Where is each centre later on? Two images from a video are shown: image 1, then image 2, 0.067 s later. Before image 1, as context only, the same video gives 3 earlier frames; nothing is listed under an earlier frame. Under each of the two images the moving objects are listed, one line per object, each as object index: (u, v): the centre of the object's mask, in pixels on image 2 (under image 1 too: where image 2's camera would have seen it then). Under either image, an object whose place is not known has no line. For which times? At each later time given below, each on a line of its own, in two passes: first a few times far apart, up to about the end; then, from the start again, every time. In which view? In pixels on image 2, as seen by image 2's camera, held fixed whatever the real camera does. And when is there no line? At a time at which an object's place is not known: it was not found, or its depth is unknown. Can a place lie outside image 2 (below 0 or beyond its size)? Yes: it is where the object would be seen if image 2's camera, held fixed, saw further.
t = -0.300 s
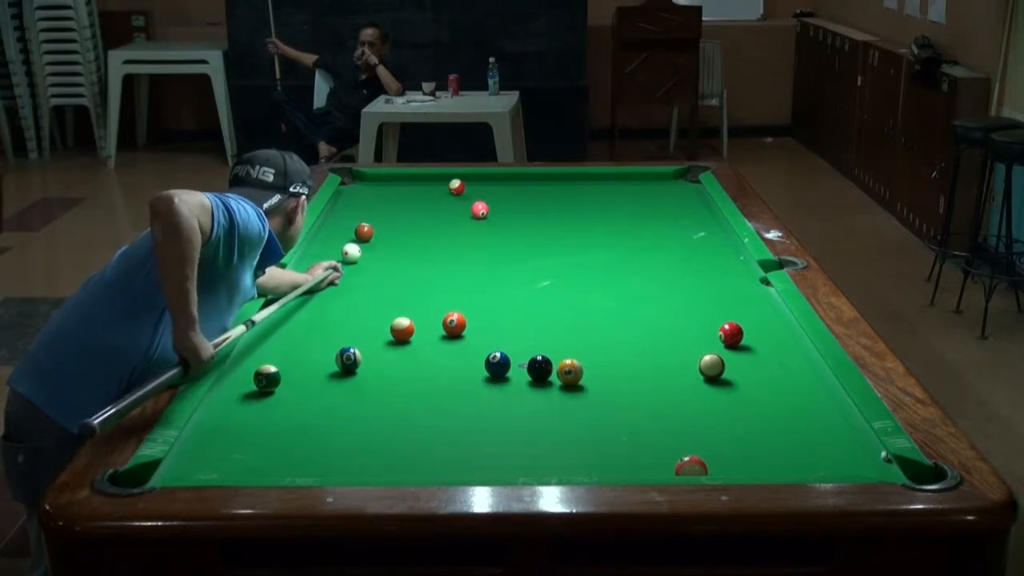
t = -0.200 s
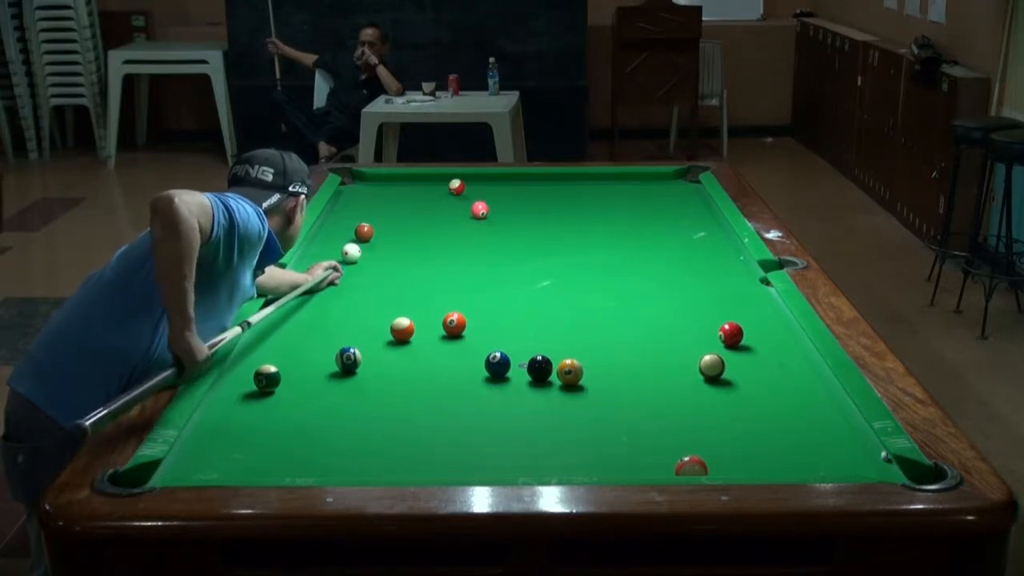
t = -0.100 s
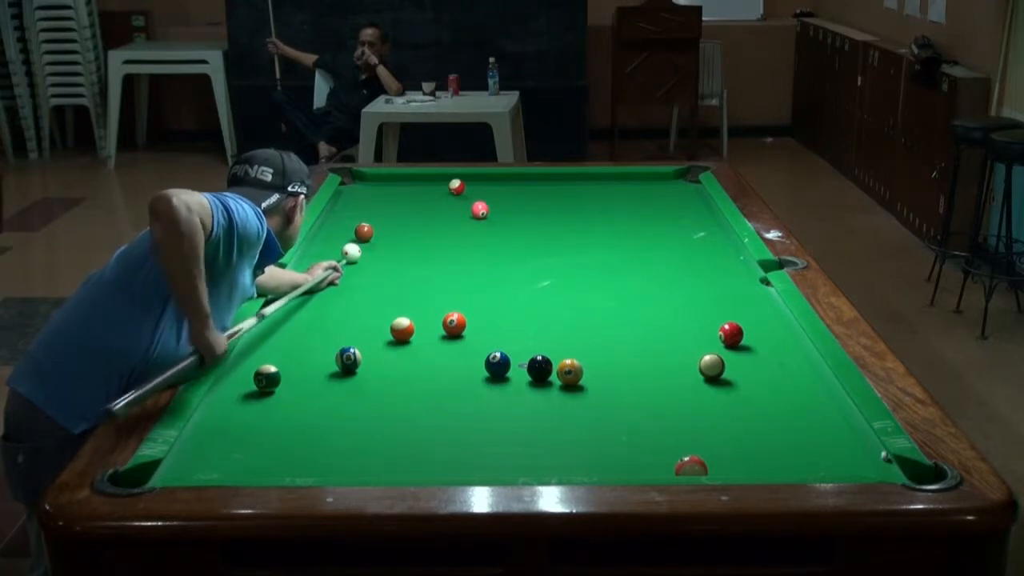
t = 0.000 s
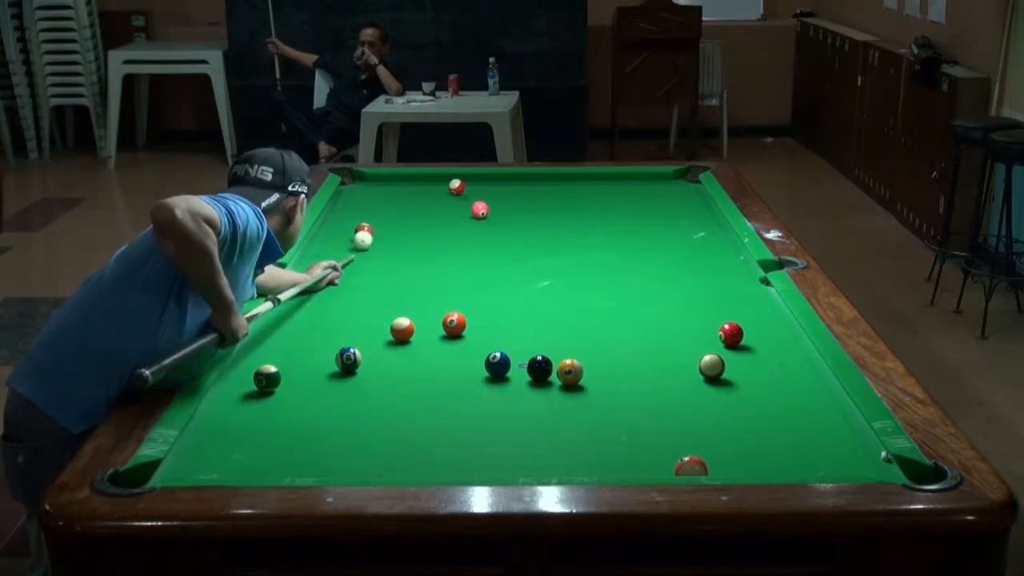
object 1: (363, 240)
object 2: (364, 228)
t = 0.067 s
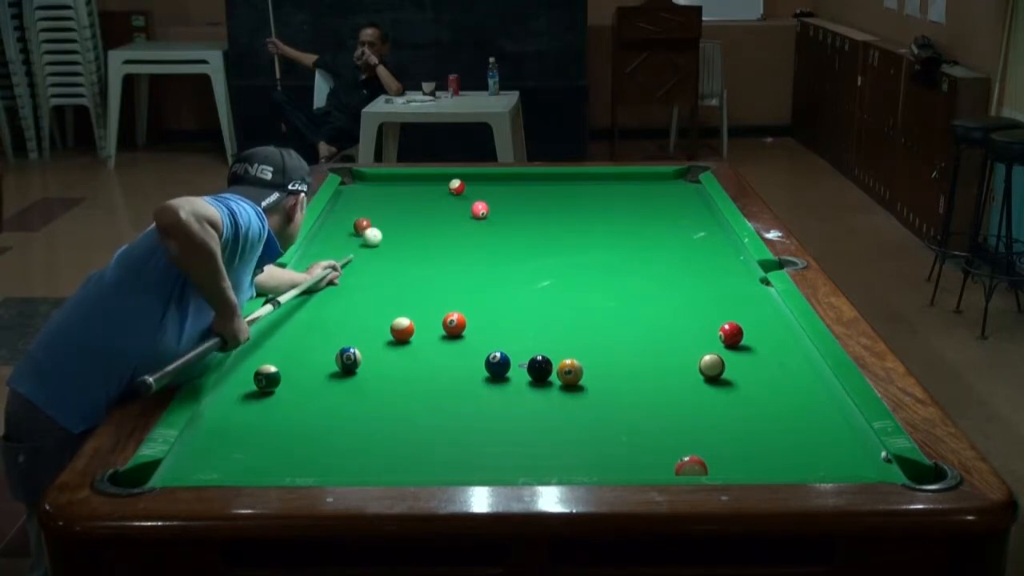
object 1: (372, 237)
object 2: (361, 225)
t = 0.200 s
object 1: (386, 237)
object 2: (360, 213)
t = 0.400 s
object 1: (405, 238)
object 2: (356, 196)
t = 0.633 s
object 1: (425, 240)
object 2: (352, 179)
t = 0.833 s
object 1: (442, 241)
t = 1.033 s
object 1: (458, 241)
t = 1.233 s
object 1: (473, 242)
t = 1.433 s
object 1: (487, 243)
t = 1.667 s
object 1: (502, 244)
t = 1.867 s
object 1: (513, 245)
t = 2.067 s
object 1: (525, 245)
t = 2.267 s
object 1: (534, 245)
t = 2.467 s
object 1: (543, 246)
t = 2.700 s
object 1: (552, 246)
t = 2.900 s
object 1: (559, 246)
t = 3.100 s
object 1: (565, 247)
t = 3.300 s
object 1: (570, 247)
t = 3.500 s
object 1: (573, 247)
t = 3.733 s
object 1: (576, 247)
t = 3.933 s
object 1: (578, 247)
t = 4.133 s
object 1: (578, 248)
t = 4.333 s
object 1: (578, 248)
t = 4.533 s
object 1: (578, 248)
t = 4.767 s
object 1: (577, 248)
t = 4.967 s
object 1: (577, 248)
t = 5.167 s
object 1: (577, 248)
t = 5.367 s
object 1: (577, 248)
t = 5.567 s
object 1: (577, 248)
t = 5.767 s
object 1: (577, 248)
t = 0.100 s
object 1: (376, 237)
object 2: (362, 223)
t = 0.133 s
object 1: (380, 237)
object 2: (361, 219)
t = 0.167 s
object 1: (383, 237)
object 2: (360, 215)
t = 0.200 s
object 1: (386, 237)
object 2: (360, 213)
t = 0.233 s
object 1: (389, 238)
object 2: (359, 209)
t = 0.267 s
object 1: (392, 238)
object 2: (359, 206)
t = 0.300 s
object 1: (395, 238)
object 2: (358, 204)
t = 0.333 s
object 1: (399, 238)
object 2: (357, 201)
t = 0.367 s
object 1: (402, 238)
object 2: (356, 198)
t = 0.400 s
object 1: (405, 238)
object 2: (356, 196)
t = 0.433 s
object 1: (408, 239)
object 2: (355, 193)
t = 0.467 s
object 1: (411, 239)
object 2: (355, 190)
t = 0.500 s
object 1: (414, 239)
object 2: (354, 187)
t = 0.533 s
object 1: (417, 239)
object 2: (354, 186)
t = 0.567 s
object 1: (420, 239)
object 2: (352, 183)
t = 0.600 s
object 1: (423, 239)
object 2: (352, 180)
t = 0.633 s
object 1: (425, 240)
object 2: (352, 179)
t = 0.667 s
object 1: (428, 240)
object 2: (352, 175)
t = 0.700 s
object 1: (431, 240)
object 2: (350, 175)
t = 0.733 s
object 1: (434, 240)
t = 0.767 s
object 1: (436, 240)
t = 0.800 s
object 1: (439, 241)
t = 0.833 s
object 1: (442, 241)
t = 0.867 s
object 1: (445, 241)
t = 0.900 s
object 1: (447, 241)
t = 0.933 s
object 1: (450, 241)
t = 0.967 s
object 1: (452, 241)
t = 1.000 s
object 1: (455, 241)
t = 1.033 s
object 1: (458, 241)
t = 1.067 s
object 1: (461, 241)
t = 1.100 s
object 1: (463, 242)
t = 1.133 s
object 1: (466, 242)
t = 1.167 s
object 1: (468, 242)
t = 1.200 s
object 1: (470, 242)
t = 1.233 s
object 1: (473, 242)
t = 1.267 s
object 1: (475, 242)
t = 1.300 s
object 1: (477, 243)
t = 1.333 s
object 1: (480, 243)
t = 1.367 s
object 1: (482, 243)
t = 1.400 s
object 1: (484, 243)
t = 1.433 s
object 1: (487, 243)
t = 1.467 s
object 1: (489, 243)
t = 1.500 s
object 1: (491, 243)
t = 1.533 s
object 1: (493, 244)
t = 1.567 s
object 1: (495, 244)
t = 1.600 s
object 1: (498, 244)
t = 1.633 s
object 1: (500, 244)
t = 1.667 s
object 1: (502, 244)
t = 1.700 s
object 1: (504, 244)
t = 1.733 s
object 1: (506, 244)
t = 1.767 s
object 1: (508, 244)
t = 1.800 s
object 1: (510, 245)
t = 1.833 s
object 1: (511, 245)
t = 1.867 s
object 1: (513, 245)
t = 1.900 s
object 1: (515, 245)
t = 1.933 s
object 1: (517, 245)
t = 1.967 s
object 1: (519, 245)
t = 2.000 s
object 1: (521, 245)
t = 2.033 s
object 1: (523, 245)
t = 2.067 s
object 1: (525, 245)
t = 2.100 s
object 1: (526, 245)
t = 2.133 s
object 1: (528, 245)
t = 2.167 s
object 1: (529, 245)
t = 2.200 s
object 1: (531, 245)
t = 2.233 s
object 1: (533, 246)
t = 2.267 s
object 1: (534, 245)
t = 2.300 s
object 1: (536, 246)
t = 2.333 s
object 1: (537, 245)
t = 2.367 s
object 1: (539, 246)
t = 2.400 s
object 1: (540, 246)
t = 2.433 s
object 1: (542, 246)
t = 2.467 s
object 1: (543, 246)
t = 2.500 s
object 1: (544, 246)
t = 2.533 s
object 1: (546, 246)
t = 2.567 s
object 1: (547, 246)
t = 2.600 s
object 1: (548, 246)
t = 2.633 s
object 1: (550, 246)
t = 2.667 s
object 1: (551, 246)
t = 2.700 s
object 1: (552, 246)
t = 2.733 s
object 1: (553, 246)
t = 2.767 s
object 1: (554, 246)
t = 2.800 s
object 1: (556, 246)
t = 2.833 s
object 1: (557, 246)
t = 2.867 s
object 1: (558, 246)
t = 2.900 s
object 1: (559, 246)
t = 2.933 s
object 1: (560, 246)
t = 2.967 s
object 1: (561, 246)
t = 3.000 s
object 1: (562, 246)
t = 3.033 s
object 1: (563, 247)
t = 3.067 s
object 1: (564, 247)
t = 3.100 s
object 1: (565, 247)
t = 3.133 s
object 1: (565, 247)
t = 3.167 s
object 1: (566, 247)
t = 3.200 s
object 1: (567, 247)
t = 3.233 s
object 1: (568, 247)
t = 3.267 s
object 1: (569, 247)
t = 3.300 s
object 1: (570, 247)
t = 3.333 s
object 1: (570, 247)
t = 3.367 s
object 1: (571, 247)
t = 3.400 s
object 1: (571, 247)
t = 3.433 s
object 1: (572, 247)
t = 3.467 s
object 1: (573, 247)
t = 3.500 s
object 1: (573, 247)
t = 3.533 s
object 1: (574, 247)
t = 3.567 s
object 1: (574, 247)
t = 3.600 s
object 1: (575, 247)
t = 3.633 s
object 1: (575, 247)
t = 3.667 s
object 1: (575, 247)
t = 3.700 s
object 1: (576, 247)
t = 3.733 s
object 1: (576, 247)
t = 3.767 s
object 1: (576, 247)
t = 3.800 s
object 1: (577, 247)
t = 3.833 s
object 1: (577, 247)
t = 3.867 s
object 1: (577, 248)
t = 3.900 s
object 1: (577, 247)
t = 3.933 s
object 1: (578, 247)
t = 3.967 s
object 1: (578, 247)
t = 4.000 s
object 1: (578, 247)
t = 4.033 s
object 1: (578, 248)
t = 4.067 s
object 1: (578, 248)
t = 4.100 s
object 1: (578, 247)
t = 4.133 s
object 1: (578, 248)
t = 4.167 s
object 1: (578, 248)
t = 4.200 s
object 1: (578, 248)
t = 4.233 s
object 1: (578, 248)
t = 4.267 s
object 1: (578, 248)
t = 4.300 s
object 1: (578, 248)
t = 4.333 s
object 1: (578, 248)
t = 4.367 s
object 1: (577, 248)
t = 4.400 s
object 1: (577, 248)
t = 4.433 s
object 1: (577, 248)
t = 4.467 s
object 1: (577, 248)
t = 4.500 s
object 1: (577, 248)
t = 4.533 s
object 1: (578, 248)
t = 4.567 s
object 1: (577, 248)
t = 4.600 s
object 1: (577, 248)
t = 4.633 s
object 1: (577, 248)
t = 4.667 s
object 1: (577, 248)
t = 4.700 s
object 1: (577, 248)
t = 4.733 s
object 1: (578, 248)
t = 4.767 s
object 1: (577, 248)
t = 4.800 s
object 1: (577, 248)
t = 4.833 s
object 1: (577, 248)
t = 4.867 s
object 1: (577, 248)
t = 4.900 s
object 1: (577, 248)
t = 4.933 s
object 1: (577, 248)
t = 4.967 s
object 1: (577, 248)
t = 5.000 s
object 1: (577, 248)
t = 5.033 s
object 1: (577, 248)
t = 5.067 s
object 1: (577, 248)
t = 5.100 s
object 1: (577, 248)
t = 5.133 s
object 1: (577, 247)
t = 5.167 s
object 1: (577, 248)
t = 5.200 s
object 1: (577, 248)
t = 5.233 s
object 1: (577, 248)
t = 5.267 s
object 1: (577, 248)
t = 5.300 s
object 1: (577, 248)
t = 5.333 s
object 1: (577, 248)
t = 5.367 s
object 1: (577, 248)
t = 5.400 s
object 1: (577, 248)
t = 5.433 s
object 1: (577, 248)
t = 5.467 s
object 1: (577, 248)
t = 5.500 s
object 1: (577, 248)
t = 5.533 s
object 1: (577, 248)
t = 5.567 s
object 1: (577, 248)
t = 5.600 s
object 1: (577, 248)
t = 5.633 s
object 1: (577, 248)
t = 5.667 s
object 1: (577, 248)
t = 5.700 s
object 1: (577, 248)
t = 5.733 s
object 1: (577, 248)
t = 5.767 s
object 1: (577, 248)
